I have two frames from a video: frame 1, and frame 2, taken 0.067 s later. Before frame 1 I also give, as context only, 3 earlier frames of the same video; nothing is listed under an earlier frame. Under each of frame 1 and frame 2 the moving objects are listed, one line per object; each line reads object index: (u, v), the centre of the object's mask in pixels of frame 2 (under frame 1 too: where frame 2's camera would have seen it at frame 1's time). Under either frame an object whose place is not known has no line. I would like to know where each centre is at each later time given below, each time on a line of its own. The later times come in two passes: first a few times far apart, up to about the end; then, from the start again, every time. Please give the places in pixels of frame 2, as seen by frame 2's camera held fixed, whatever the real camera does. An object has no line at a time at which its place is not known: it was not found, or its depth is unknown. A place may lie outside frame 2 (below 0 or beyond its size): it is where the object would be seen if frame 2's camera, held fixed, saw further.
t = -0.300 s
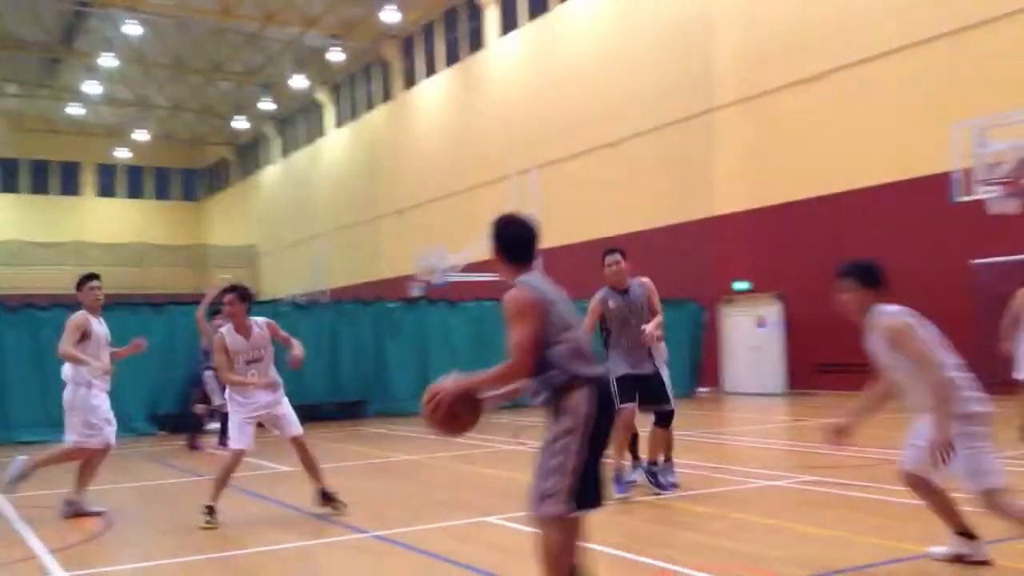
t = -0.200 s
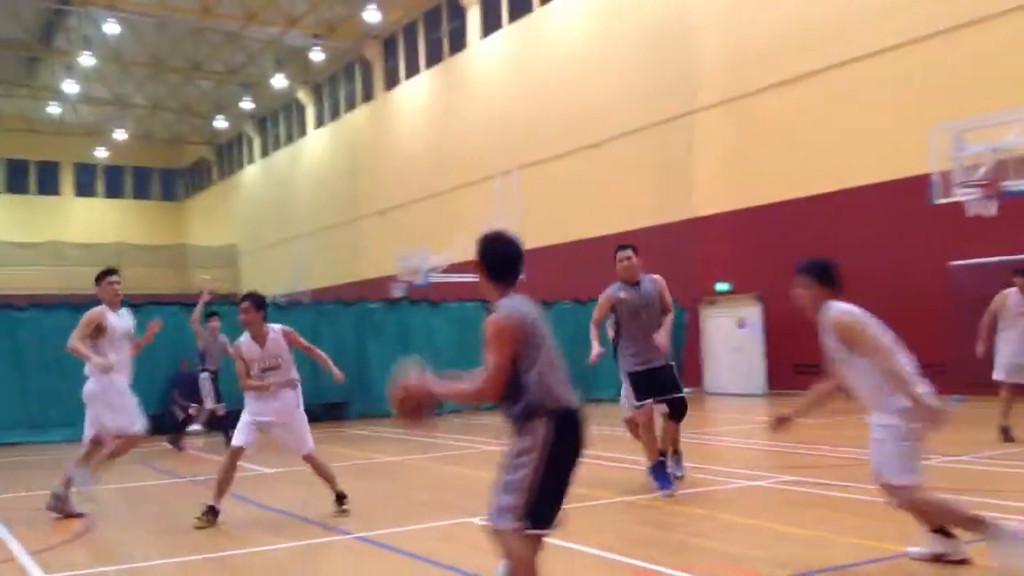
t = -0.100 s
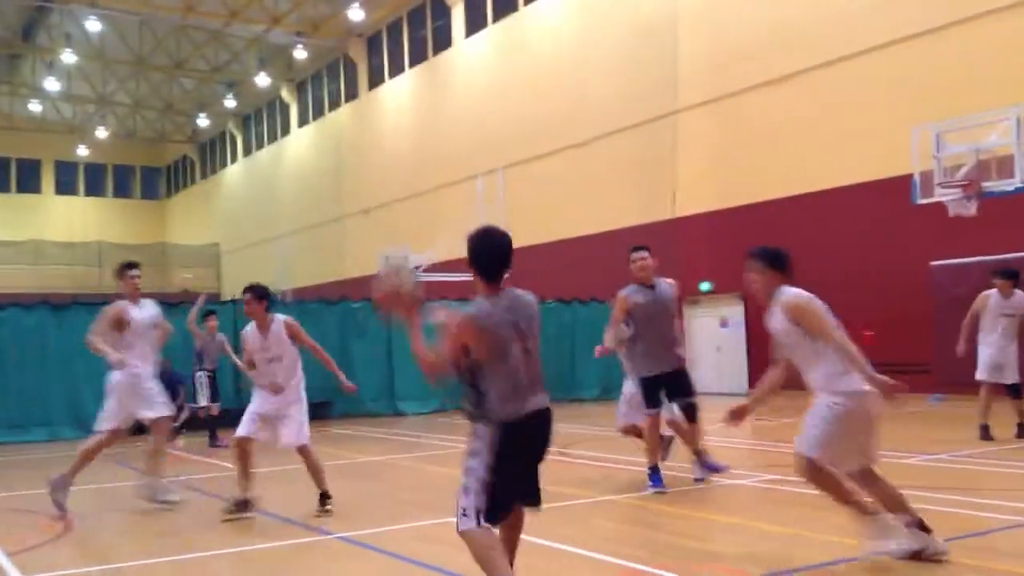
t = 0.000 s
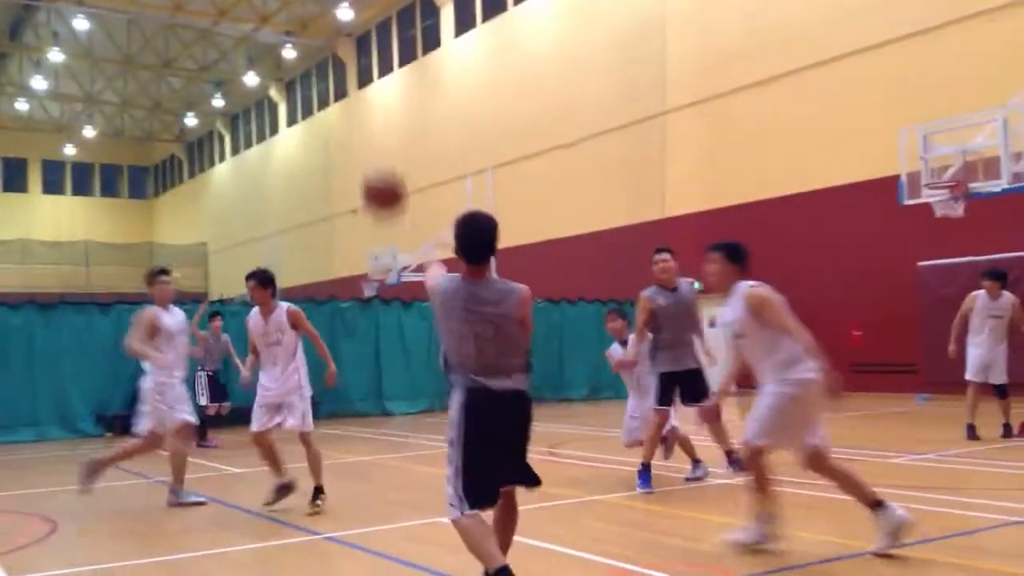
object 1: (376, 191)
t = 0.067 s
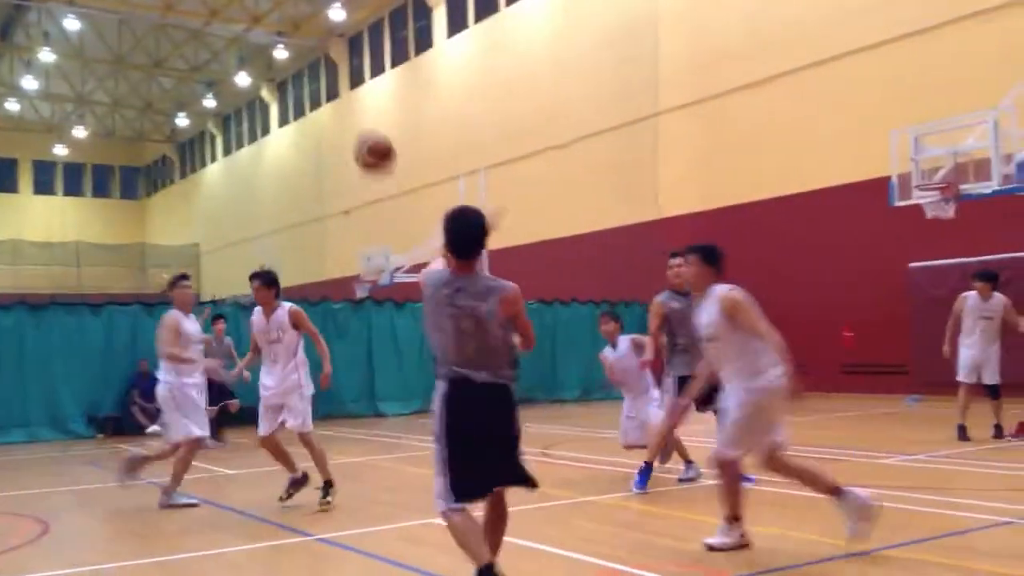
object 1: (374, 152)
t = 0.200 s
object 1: (373, 111)
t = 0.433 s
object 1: (372, 107)
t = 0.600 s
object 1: (372, 134)
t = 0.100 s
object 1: (374, 138)
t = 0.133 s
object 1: (373, 126)
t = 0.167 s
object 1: (373, 118)
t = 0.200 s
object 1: (373, 111)
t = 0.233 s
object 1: (372, 106)
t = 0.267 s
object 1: (372, 103)
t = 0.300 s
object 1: (372, 102)
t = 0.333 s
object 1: (372, 101)
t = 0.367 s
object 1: (371, 102)
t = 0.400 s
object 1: (371, 104)
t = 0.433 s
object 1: (372, 107)
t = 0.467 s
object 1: (372, 111)
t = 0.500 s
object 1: (371, 116)
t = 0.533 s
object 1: (372, 121)
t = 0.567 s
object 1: (372, 127)
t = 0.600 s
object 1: (372, 134)
